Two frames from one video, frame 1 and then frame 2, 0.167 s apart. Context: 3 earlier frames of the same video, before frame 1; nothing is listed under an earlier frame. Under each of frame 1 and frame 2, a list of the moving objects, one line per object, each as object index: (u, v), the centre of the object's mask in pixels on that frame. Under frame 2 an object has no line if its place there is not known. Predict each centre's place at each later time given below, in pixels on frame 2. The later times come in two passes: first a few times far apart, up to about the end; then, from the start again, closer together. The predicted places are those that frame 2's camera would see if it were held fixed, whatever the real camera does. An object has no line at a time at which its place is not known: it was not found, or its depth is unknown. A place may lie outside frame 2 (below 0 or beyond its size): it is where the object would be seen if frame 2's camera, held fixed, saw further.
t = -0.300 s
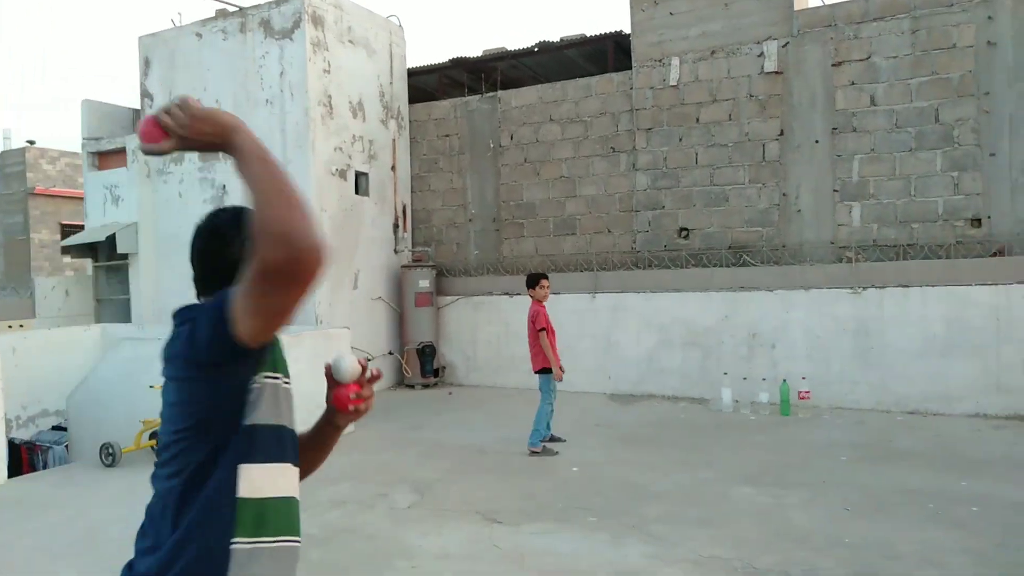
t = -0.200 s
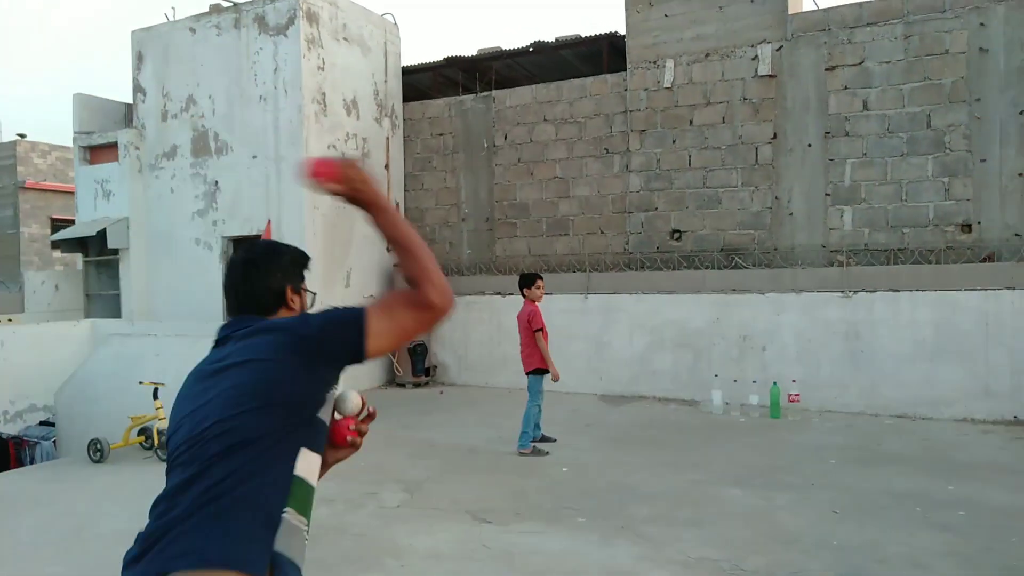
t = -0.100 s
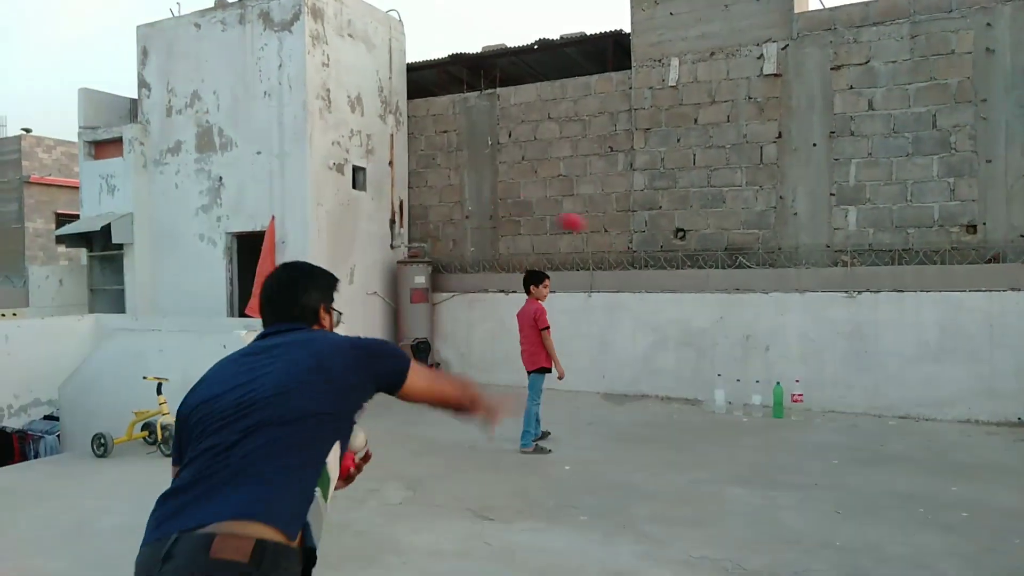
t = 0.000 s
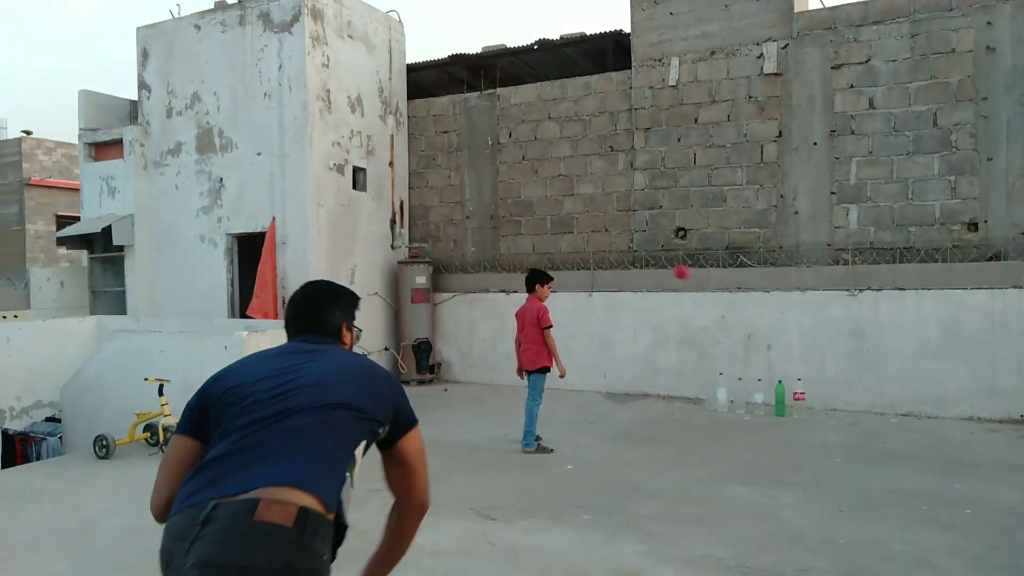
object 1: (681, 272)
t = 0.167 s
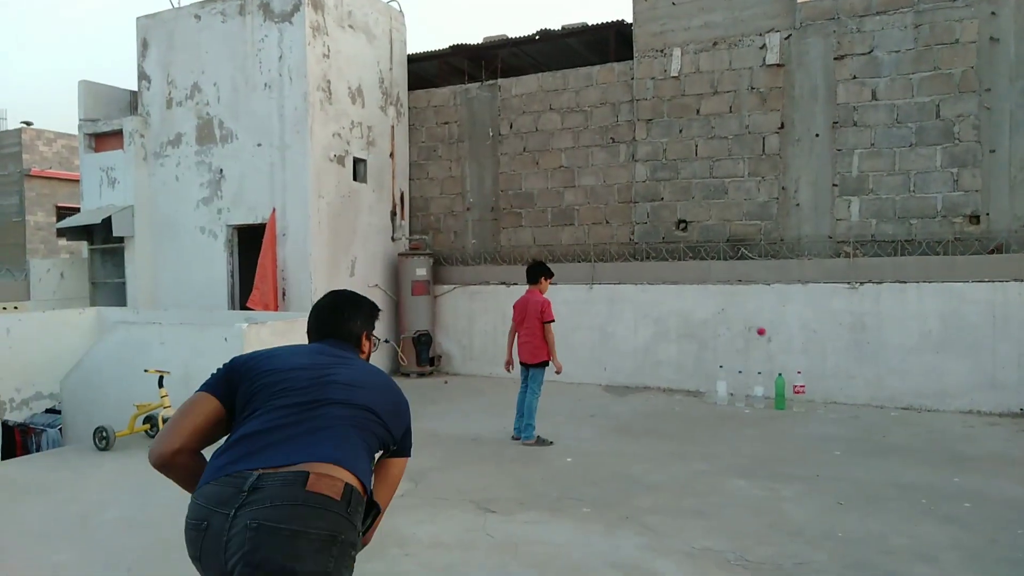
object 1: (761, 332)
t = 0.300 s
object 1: (793, 378)
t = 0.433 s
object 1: (786, 399)
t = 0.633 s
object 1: (779, 411)
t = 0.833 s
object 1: (765, 417)
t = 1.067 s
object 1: (750, 423)
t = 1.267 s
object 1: (737, 433)
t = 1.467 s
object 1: (726, 439)
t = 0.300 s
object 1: (793, 378)
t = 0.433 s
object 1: (786, 399)
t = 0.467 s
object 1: (785, 398)
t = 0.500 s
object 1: (784, 398)
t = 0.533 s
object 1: (783, 400)
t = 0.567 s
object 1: (782, 403)
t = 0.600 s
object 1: (780, 405)
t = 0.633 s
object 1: (779, 411)
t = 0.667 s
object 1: (777, 410)
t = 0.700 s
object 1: (774, 409)
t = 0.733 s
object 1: (772, 409)
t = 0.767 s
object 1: (770, 410)
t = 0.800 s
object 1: (768, 413)
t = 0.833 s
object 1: (765, 417)
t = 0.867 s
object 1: (763, 418)
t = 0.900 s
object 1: (760, 418)
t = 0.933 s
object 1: (758, 419)
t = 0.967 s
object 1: (756, 420)
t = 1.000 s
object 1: (754, 423)
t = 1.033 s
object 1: (752, 423)
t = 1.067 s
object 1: (750, 423)
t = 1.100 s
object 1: (747, 424)
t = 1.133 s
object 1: (745, 427)
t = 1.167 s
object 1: (744, 428)
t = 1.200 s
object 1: (742, 428)
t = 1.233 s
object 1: (739, 429)
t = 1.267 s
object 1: (737, 433)
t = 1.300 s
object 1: (735, 433)
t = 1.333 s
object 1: (734, 434)
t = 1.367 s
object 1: (732, 435)
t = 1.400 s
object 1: (730, 437)
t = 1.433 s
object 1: (728, 438)
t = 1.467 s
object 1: (726, 439)
